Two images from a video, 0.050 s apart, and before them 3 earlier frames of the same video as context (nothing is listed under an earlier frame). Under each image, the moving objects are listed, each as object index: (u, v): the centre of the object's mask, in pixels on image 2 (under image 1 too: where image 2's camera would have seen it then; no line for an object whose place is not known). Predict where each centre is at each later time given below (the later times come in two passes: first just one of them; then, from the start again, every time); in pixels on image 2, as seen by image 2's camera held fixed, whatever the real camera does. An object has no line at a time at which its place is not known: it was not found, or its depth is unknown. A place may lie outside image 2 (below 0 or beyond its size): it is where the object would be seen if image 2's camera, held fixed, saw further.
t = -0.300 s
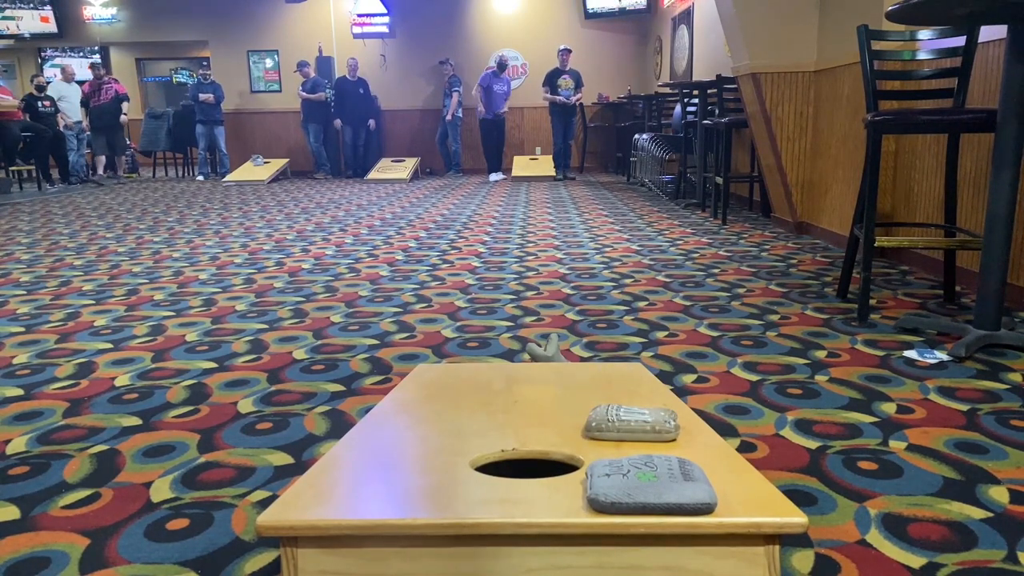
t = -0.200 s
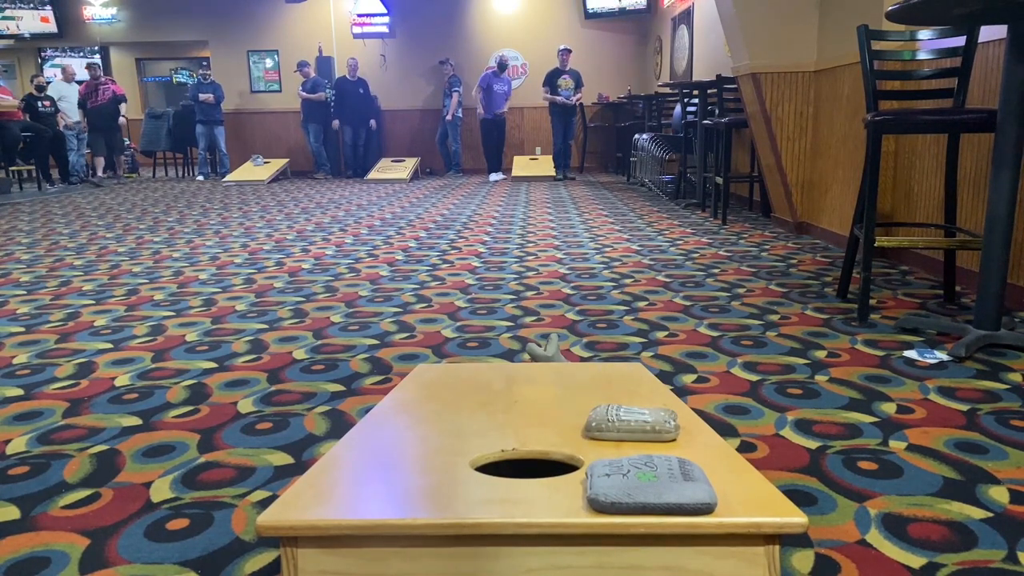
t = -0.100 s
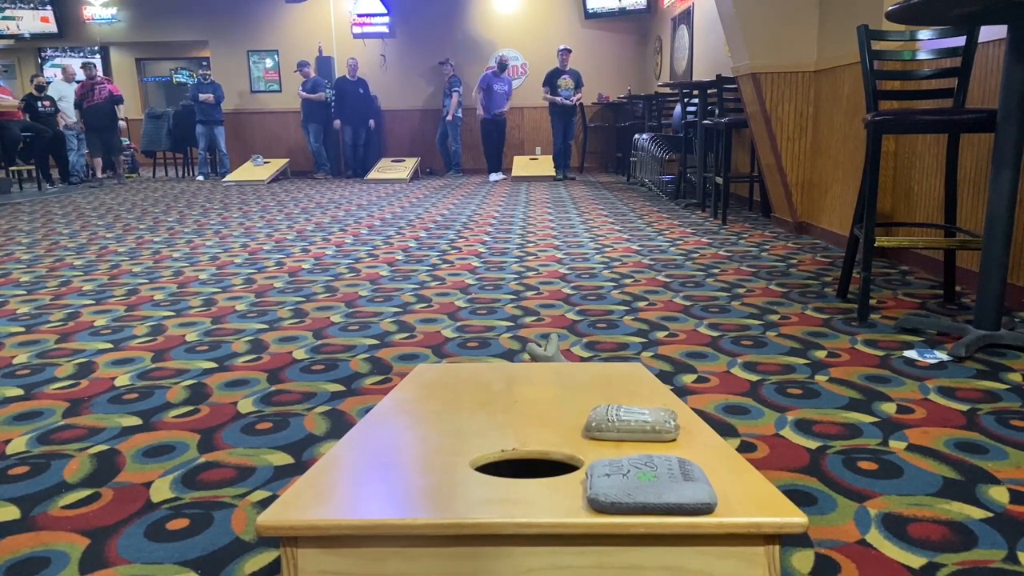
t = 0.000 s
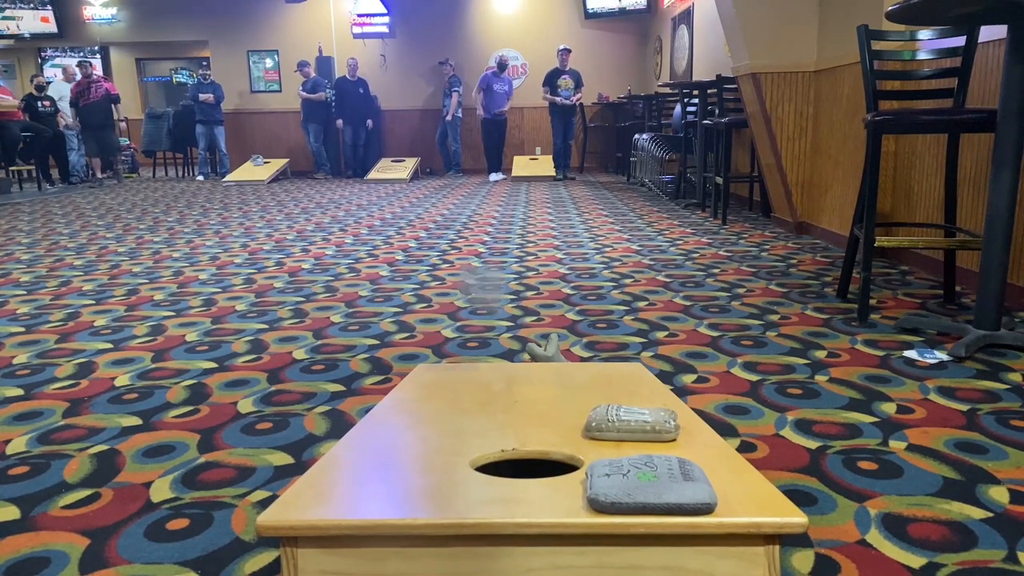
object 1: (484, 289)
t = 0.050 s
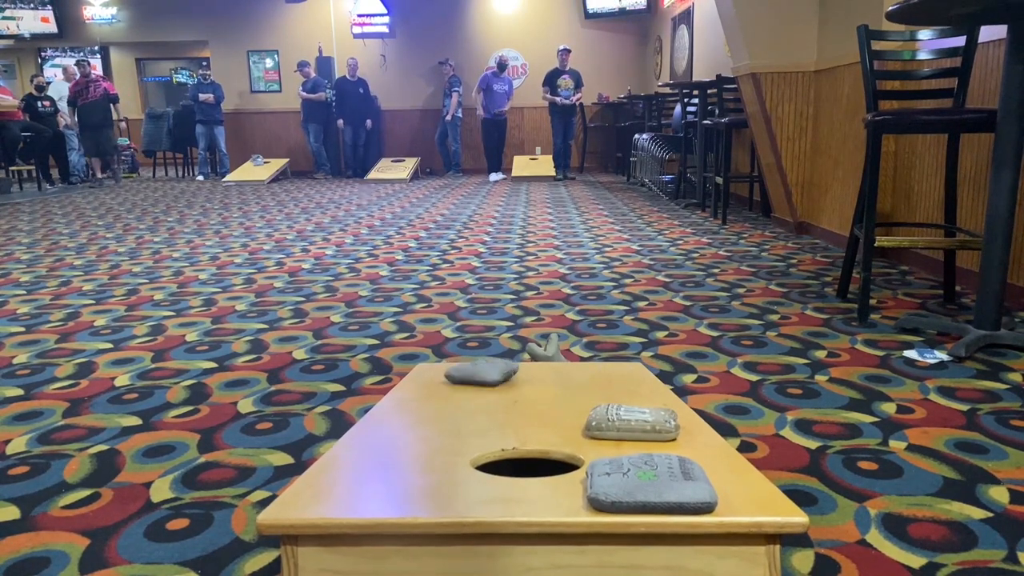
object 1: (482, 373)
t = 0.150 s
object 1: (478, 396)
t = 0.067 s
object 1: (482, 373)
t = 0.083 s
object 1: (481, 374)
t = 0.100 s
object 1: (481, 378)
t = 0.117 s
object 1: (481, 383)
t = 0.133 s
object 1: (480, 389)
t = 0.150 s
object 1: (478, 396)
